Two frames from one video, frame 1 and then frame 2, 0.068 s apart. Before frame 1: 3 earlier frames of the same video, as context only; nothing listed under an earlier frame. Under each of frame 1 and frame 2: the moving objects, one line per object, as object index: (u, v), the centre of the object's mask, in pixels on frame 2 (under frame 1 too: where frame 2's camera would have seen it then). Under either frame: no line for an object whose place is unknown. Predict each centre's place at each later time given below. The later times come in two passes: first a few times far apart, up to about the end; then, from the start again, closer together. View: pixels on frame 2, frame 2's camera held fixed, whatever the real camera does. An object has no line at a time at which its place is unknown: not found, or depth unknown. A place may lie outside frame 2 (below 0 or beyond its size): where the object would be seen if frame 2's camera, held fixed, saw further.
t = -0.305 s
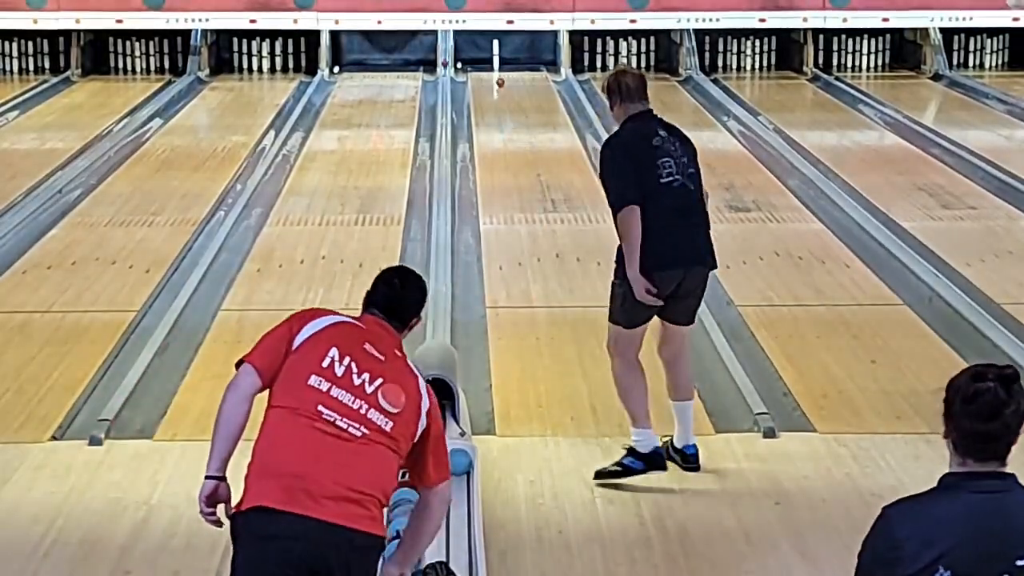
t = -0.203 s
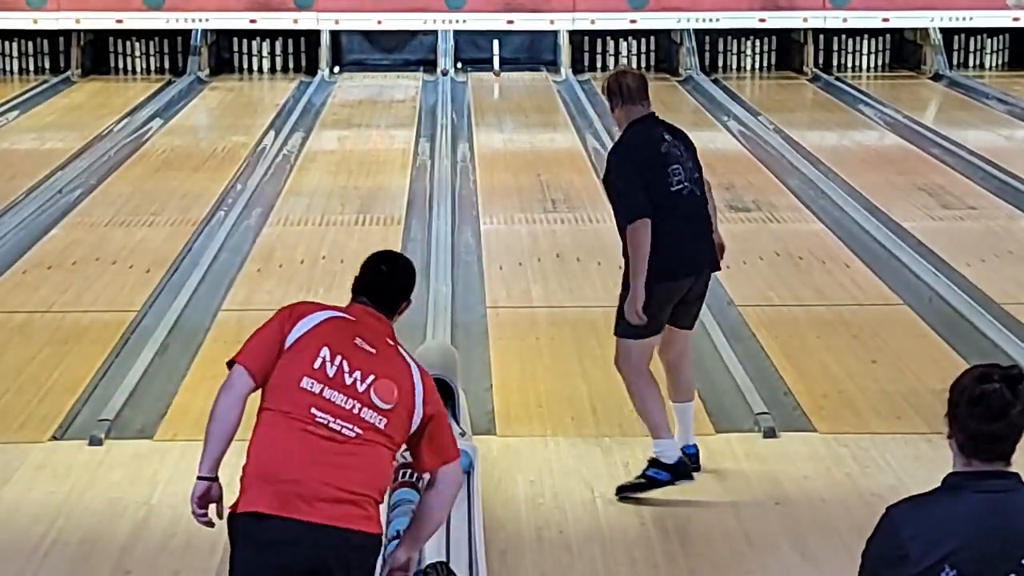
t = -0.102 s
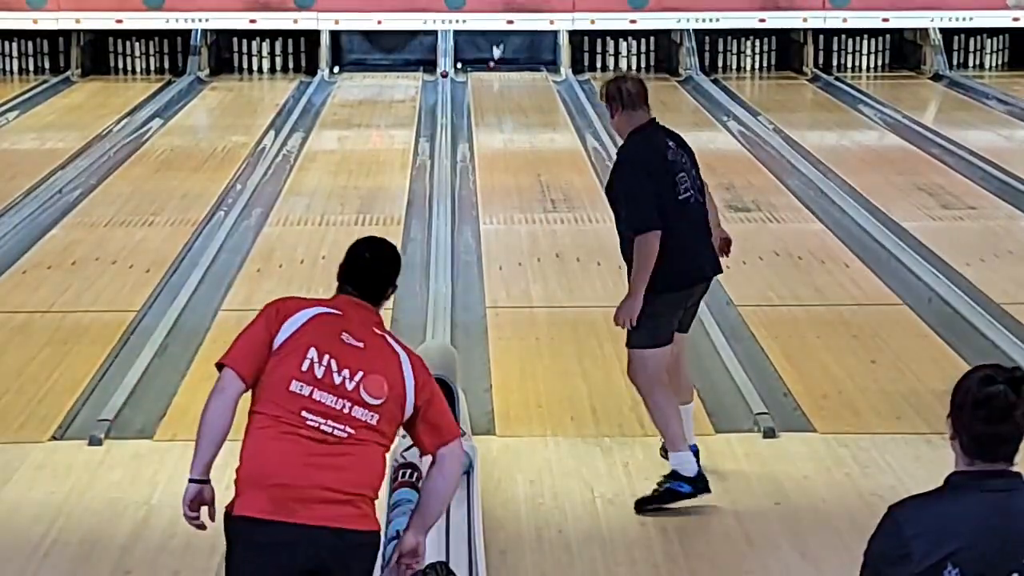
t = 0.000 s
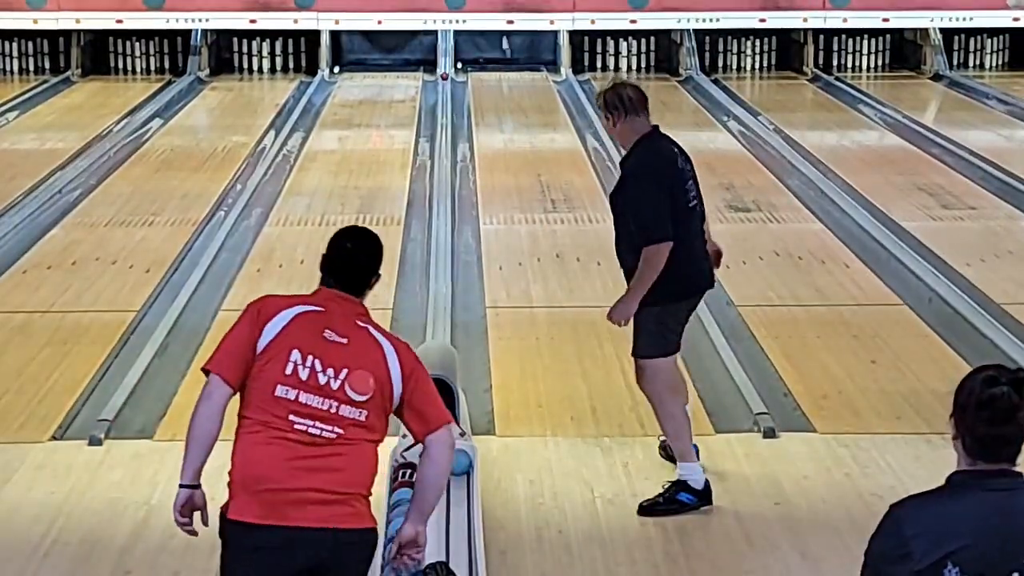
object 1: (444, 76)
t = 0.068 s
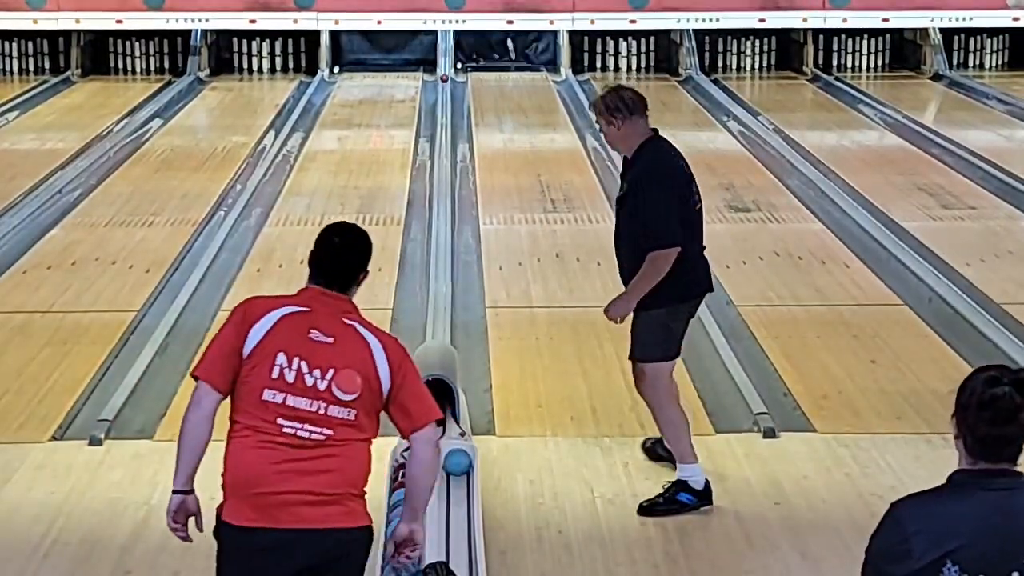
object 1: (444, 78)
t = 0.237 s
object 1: (444, 82)
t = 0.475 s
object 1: (444, 89)
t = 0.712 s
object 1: (444, 96)
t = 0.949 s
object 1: (444, 104)
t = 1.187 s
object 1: (444, 112)
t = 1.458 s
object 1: (444, 121)
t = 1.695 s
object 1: (443, 129)
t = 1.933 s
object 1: (443, 138)
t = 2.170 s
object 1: (443, 148)
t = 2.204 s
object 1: (443, 149)
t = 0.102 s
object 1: (444, 79)
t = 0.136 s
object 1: (444, 79)
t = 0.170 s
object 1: (444, 80)
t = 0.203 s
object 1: (444, 81)
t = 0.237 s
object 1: (444, 82)
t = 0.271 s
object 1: (444, 84)
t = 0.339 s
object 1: (444, 86)
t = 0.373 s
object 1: (444, 86)
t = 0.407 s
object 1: (444, 87)
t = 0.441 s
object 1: (444, 88)
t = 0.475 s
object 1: (444, 89)
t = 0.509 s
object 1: (444, 91)
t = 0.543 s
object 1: (444, 91)
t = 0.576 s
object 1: (444, 92)
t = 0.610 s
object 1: (444, 93)
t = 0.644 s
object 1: (444, 94)
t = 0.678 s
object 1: (444, 95)
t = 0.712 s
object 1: (444, 96)
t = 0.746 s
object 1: (444, 97)
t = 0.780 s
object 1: (444, 98)
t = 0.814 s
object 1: (444, 99)
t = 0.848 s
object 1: (444, 100)
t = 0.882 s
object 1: (444, 102)
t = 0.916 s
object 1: (444, 102)
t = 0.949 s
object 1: (444, 104)
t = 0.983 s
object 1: (444, 105)
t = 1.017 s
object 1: (444, 106)
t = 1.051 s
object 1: (444, 107)
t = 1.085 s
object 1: (444, 108)
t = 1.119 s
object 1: (444, 109)
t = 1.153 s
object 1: (444, 110)
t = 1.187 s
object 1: (444, 112)
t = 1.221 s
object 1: (444, 113)
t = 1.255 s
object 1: (444, 114)
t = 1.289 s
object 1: (444, 115)
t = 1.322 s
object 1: (444, 117)
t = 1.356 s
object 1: (444, 118)
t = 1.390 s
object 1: (444, 119)
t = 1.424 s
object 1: (444, 120)
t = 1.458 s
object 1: (444, 121)
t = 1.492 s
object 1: (444, 122)
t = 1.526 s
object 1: (444, 124)
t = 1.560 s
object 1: (443, 125)
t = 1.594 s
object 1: (444, 126)
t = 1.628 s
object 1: (443, 127)
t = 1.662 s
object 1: (443, 128)
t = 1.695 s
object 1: (443, 129)
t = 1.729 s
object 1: (443, 131)
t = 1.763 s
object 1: (443, 132)
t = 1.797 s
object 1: (443, 133)
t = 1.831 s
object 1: (443, 135)
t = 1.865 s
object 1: (443, 136)
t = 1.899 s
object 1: (443, 137)
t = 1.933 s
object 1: (443, 138)
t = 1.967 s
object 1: (443, 140)
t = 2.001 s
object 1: (443, 141)
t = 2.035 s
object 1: (443, 142)
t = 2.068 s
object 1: (443, 144)
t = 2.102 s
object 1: (443, 145)
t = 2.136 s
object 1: (443, 147)
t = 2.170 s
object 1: (443, 148)
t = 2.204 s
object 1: (443, 149)
